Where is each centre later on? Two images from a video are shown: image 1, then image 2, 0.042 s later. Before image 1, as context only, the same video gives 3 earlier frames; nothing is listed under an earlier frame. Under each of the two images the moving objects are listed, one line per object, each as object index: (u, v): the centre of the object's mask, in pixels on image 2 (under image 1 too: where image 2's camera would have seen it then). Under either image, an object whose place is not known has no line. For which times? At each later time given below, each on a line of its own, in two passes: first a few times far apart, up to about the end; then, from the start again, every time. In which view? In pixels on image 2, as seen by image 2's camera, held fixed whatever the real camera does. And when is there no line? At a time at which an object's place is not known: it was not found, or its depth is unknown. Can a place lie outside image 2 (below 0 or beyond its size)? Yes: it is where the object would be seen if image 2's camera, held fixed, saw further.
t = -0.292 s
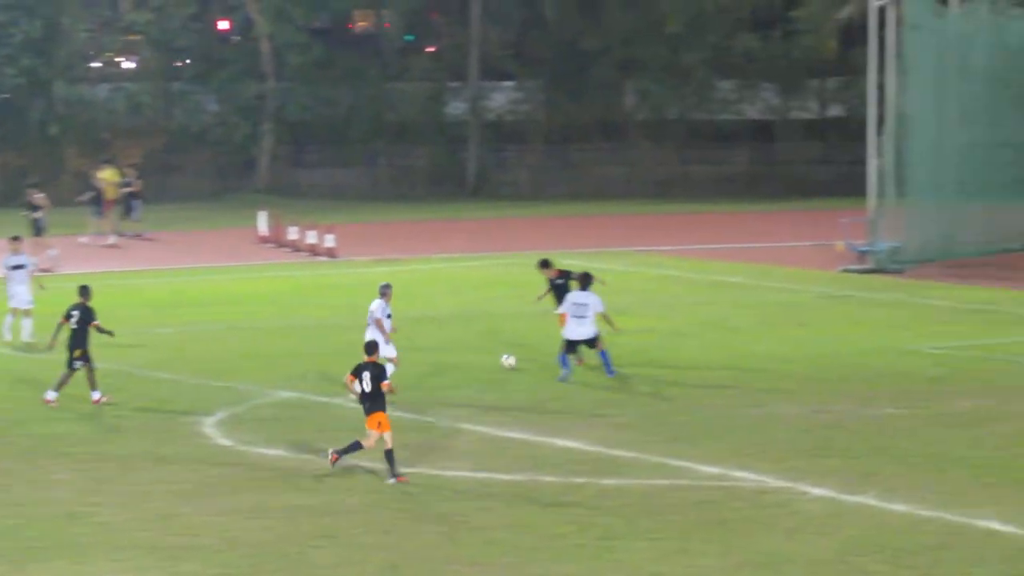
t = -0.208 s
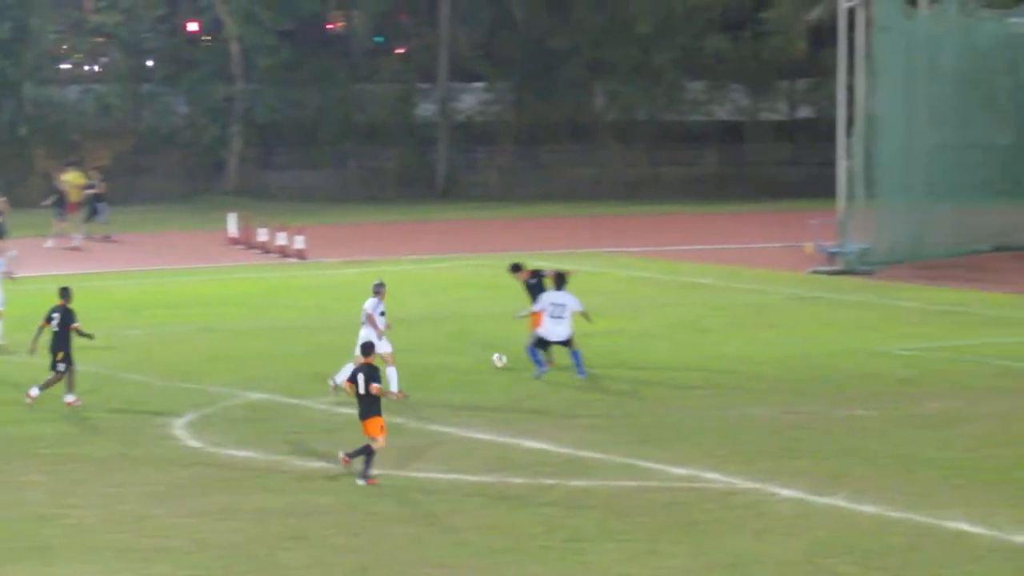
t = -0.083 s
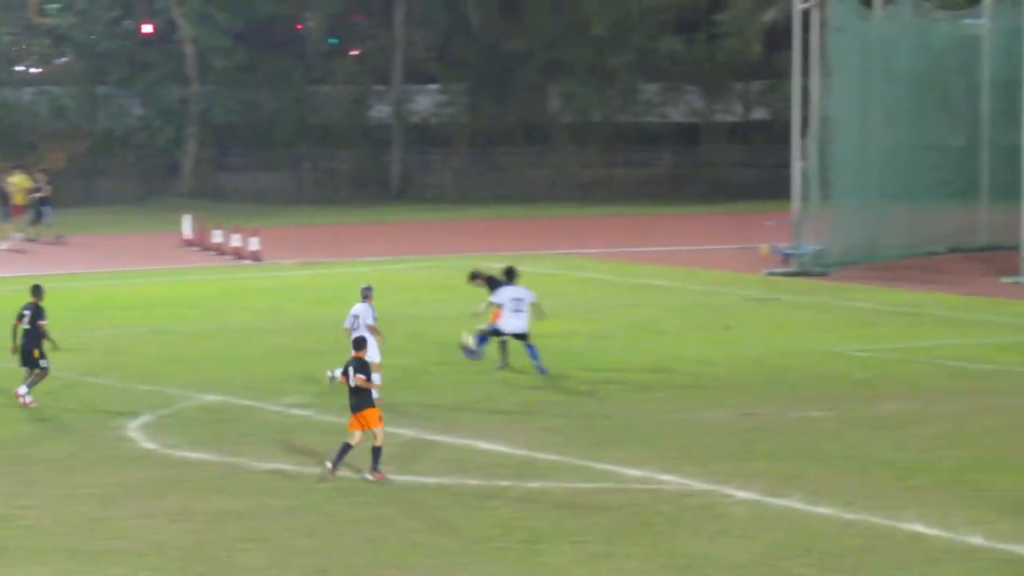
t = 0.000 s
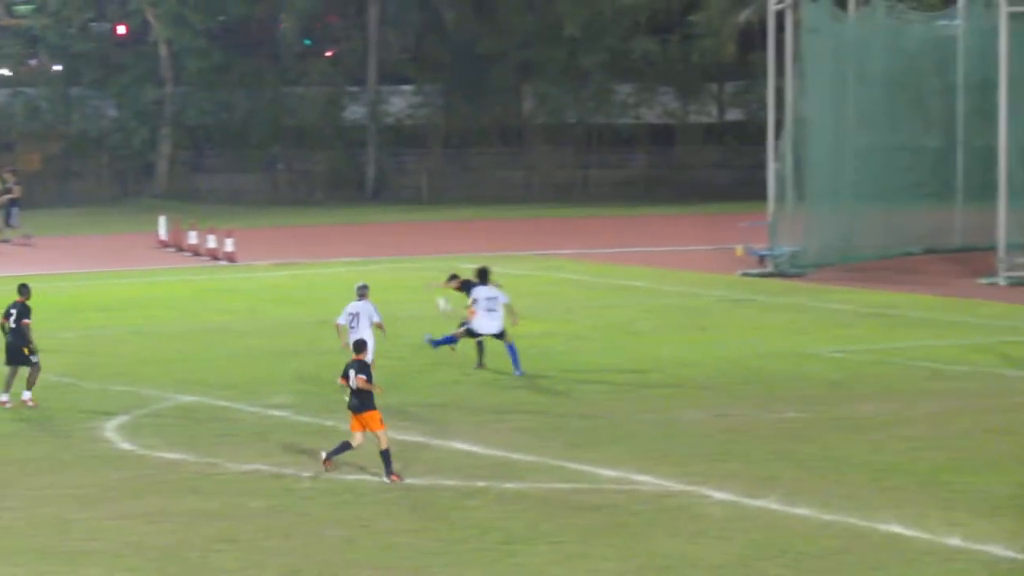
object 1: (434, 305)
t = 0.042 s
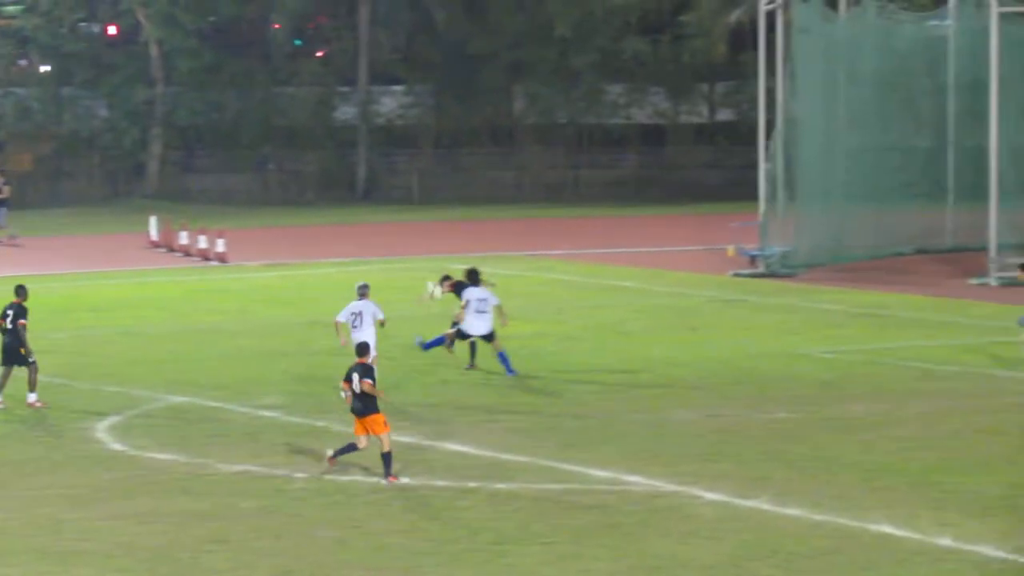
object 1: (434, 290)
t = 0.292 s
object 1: (434, 215)
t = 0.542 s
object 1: (444, 179)
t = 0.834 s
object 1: (466, 189)
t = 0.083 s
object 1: (434, 274)
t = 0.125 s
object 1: (432, 261)
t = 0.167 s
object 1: (432, 247)
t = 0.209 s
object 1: (433, 236)
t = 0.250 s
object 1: (433, 225)
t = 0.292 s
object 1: (434, 215)
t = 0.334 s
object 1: (435, 207)
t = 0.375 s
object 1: (436, 199)
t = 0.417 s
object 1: (438, 192)
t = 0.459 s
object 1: (440, 187)
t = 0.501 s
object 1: (442, 182)
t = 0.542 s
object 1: (444, 179)
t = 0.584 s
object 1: (446, 177)
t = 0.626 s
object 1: (449, 176)
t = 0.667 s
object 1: (452, 176)
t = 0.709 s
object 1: (455, 177)
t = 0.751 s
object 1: (459, 180)
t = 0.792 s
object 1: (462, 184)
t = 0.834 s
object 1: (466, 189)
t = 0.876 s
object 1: (470, 196)
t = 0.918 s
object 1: (475, 202)
